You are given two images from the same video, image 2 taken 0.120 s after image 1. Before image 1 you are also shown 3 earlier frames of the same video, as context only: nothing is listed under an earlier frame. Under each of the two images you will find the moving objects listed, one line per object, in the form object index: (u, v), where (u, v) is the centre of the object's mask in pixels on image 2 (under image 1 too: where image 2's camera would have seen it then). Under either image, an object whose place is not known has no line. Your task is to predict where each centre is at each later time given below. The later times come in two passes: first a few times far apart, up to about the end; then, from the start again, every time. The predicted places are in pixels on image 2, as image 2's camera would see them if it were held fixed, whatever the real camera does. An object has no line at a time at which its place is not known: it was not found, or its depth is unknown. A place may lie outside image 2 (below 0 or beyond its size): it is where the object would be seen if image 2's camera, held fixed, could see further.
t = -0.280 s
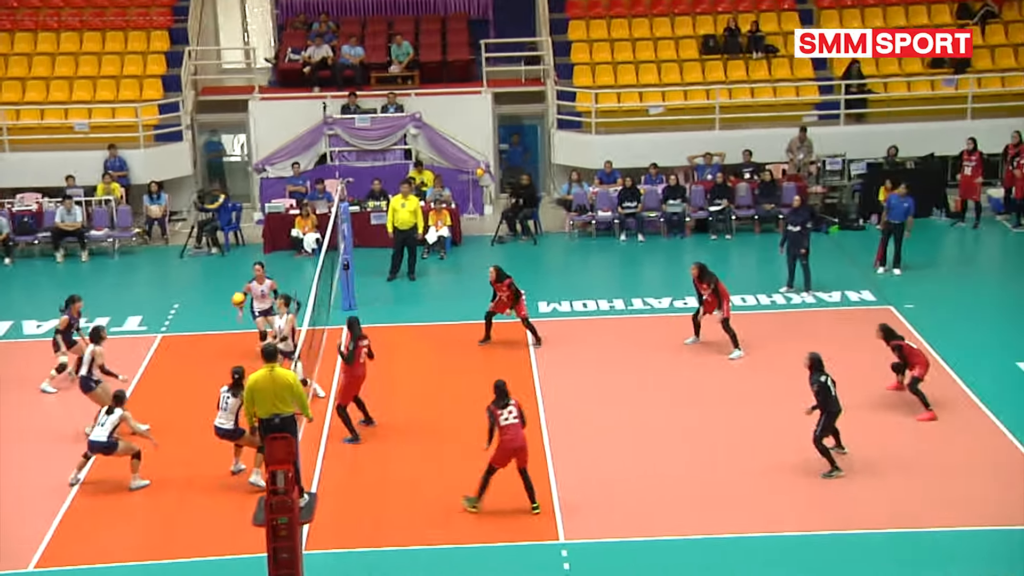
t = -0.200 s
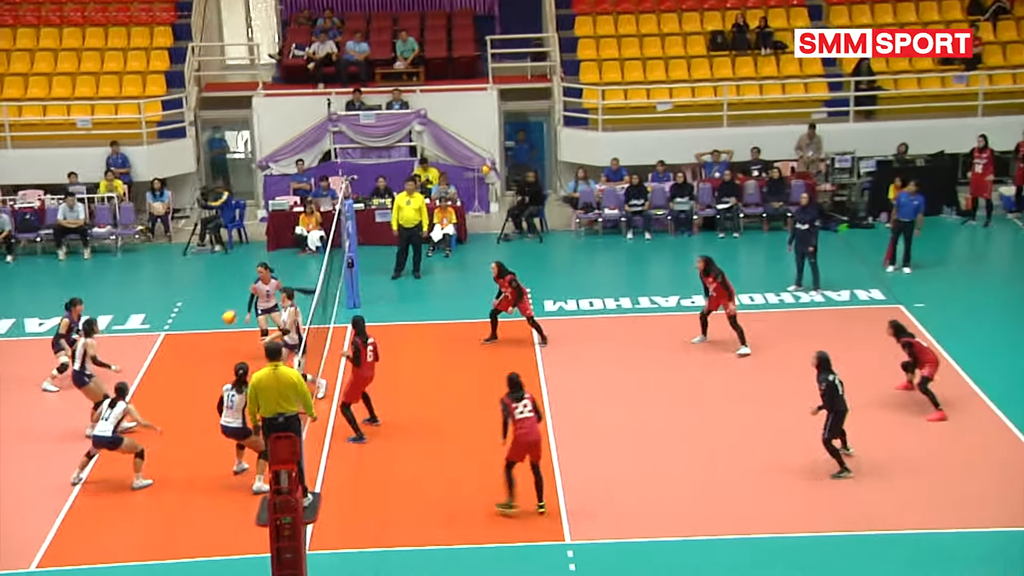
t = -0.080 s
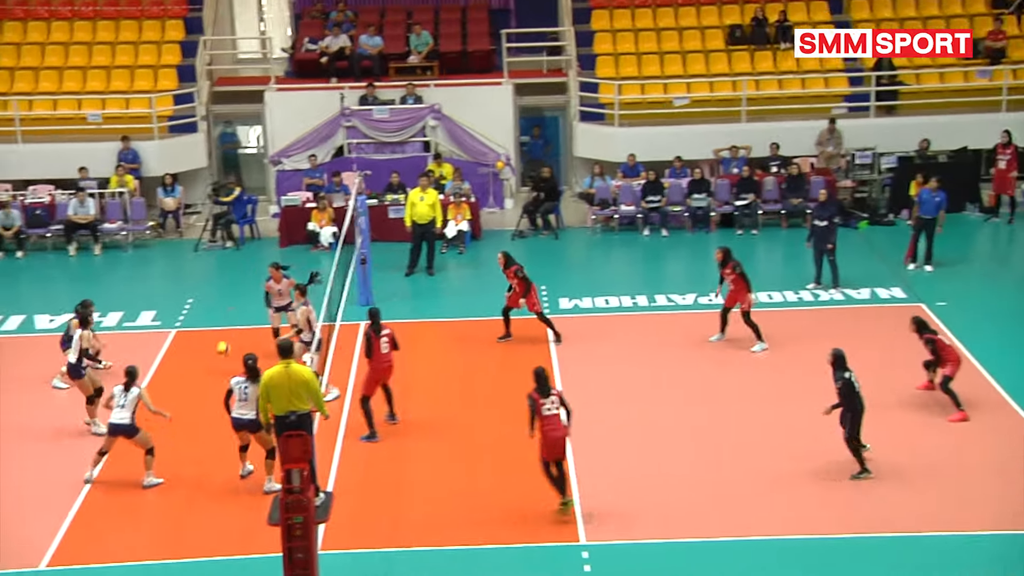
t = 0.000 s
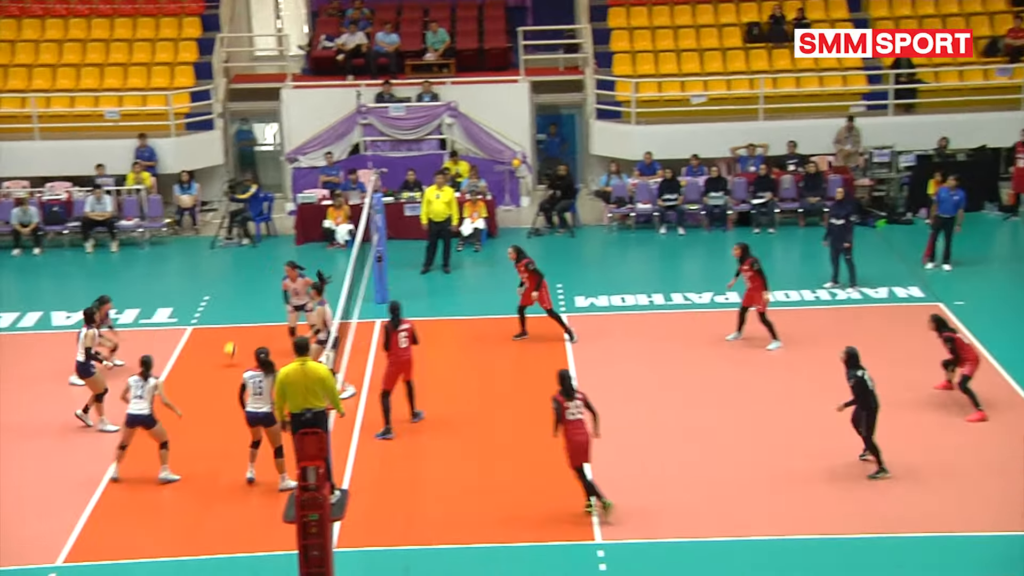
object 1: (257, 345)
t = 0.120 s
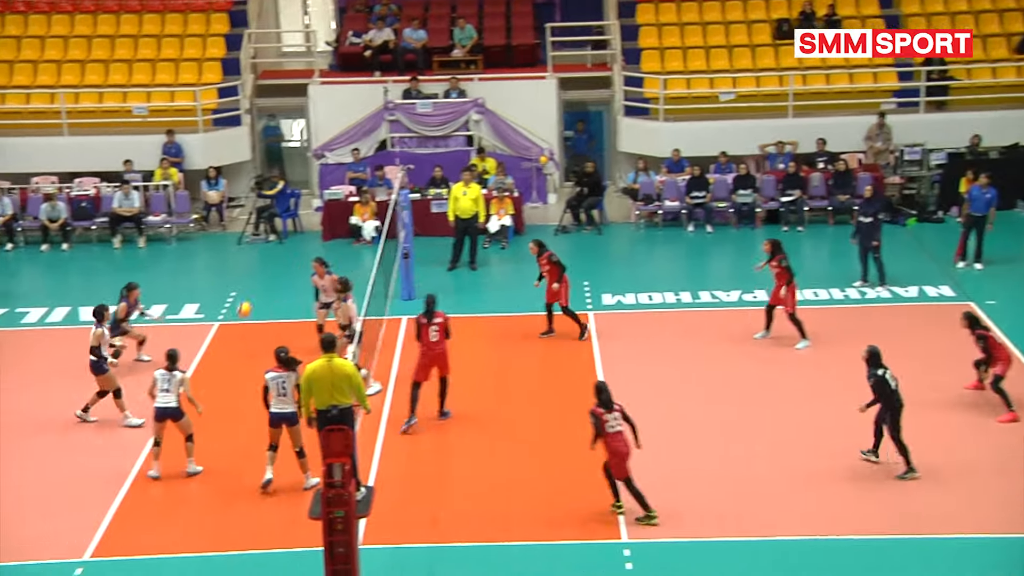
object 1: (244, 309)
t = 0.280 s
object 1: (229, 275)
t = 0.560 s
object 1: (207, 255)
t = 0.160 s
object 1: (240, 299)
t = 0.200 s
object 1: (236, 289)
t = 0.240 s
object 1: (233, 282)
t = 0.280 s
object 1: (229, 275)
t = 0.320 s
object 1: (225, 269)
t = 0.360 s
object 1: (222, 264)
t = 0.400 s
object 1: (219, 260)
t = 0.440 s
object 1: (216, 257)
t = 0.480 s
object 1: (213, 256)
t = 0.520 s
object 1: (209, 255)
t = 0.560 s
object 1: (207, 255)
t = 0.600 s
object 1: (204, 256)
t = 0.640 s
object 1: (202, 258)
